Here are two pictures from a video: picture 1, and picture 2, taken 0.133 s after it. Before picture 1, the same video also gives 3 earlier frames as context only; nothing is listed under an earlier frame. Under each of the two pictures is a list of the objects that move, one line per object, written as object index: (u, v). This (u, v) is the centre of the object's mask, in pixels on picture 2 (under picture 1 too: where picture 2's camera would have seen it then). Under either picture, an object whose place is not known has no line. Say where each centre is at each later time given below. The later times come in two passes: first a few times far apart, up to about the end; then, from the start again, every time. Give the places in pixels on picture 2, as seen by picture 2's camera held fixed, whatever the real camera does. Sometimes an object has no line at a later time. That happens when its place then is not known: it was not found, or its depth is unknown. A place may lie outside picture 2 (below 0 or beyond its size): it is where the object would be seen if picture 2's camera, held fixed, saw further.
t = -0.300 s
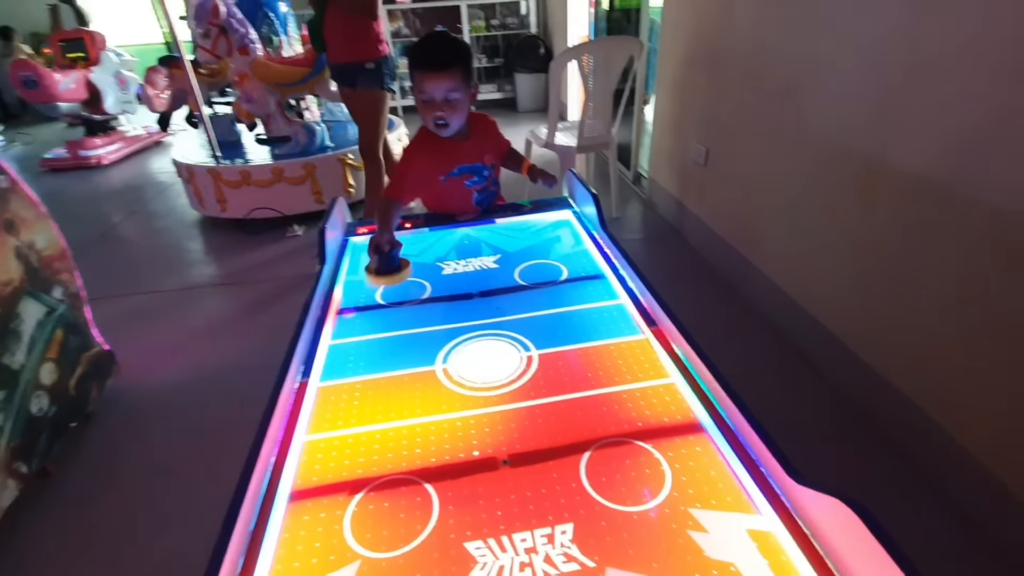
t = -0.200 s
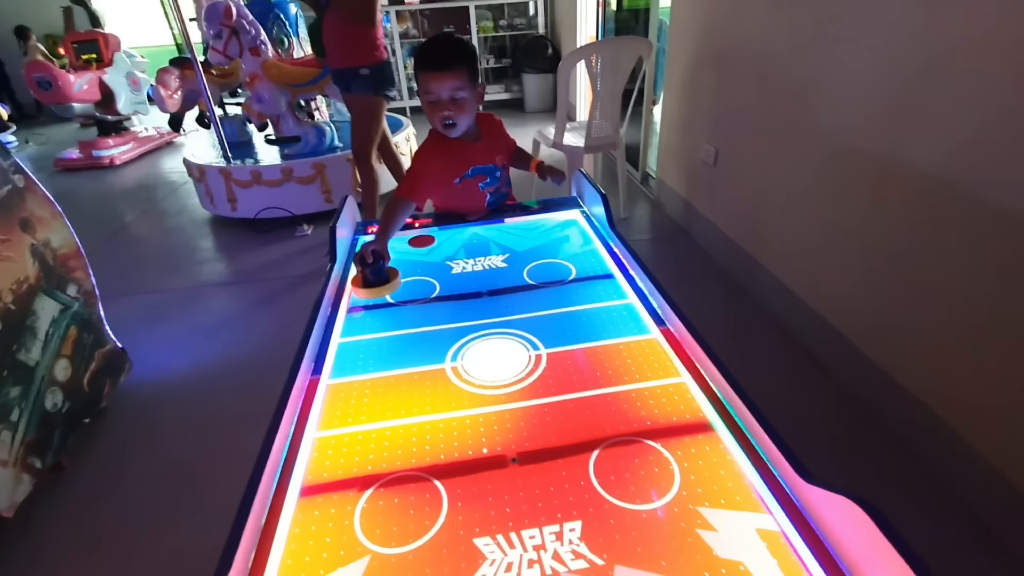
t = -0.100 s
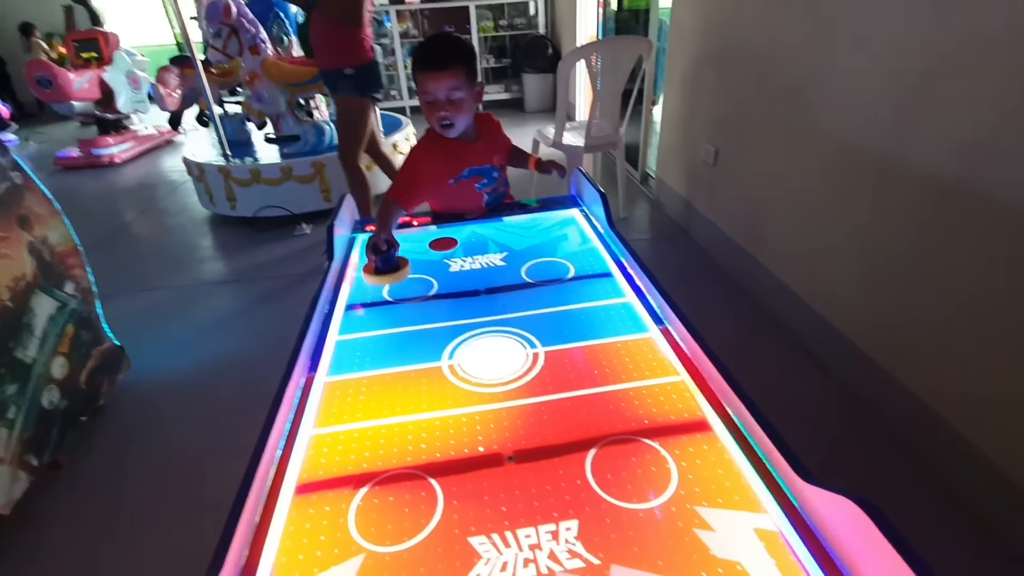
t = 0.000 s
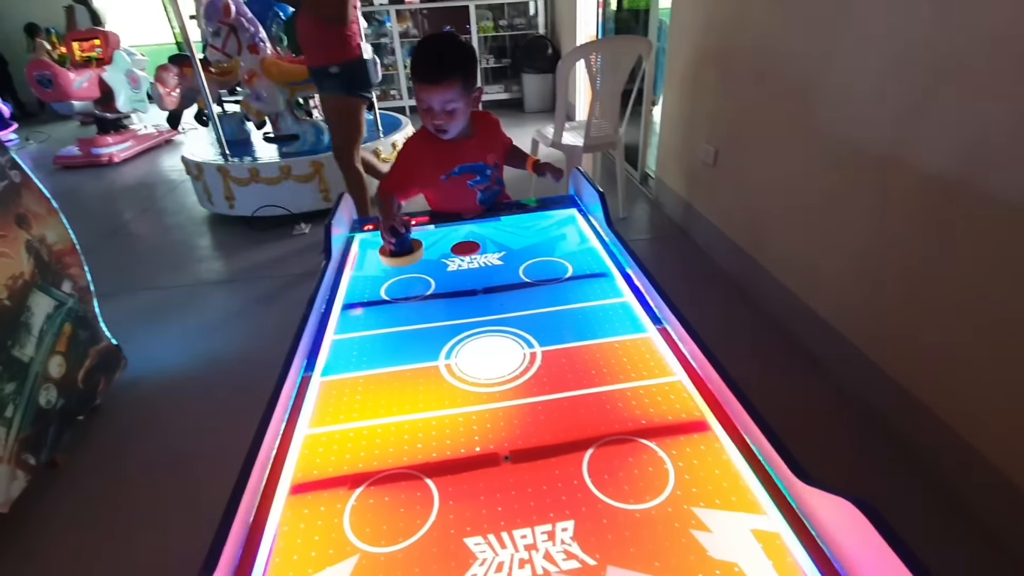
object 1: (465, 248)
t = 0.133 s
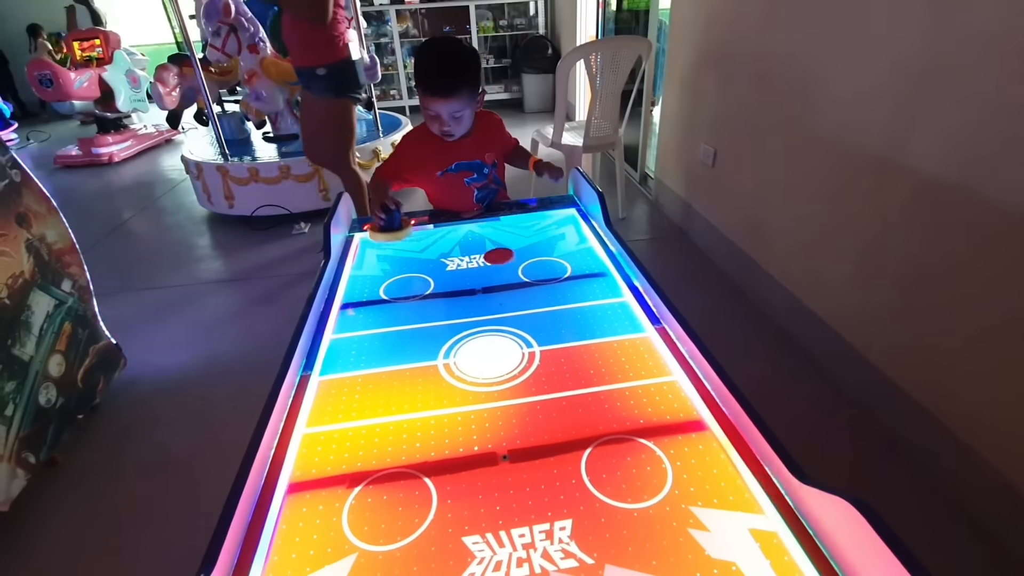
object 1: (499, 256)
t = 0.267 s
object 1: (534, 265)
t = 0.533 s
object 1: (603, 289)
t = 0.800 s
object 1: (607, 338)
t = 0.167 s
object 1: (508, 258)
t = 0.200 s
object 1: (516, 260)
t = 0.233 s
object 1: (525, 263)
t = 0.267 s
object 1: (534, 265)
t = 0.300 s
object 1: (543, 267)
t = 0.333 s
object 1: (552, 270)
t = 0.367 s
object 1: (562, 273)
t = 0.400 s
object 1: (571, 276)
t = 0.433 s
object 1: (581, 279)
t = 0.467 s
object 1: (591, 282)
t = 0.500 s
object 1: (600, 285)
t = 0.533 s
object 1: (603, 289)
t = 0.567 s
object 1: (604, 295)
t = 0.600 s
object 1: (605, 300)
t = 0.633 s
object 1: (605, 306)
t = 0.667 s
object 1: (606, 312)
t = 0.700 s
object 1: (607, 318)
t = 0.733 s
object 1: (607, 324)
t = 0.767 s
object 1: (607, 331)
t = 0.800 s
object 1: (607, 338)
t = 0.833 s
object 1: (608, 345)
